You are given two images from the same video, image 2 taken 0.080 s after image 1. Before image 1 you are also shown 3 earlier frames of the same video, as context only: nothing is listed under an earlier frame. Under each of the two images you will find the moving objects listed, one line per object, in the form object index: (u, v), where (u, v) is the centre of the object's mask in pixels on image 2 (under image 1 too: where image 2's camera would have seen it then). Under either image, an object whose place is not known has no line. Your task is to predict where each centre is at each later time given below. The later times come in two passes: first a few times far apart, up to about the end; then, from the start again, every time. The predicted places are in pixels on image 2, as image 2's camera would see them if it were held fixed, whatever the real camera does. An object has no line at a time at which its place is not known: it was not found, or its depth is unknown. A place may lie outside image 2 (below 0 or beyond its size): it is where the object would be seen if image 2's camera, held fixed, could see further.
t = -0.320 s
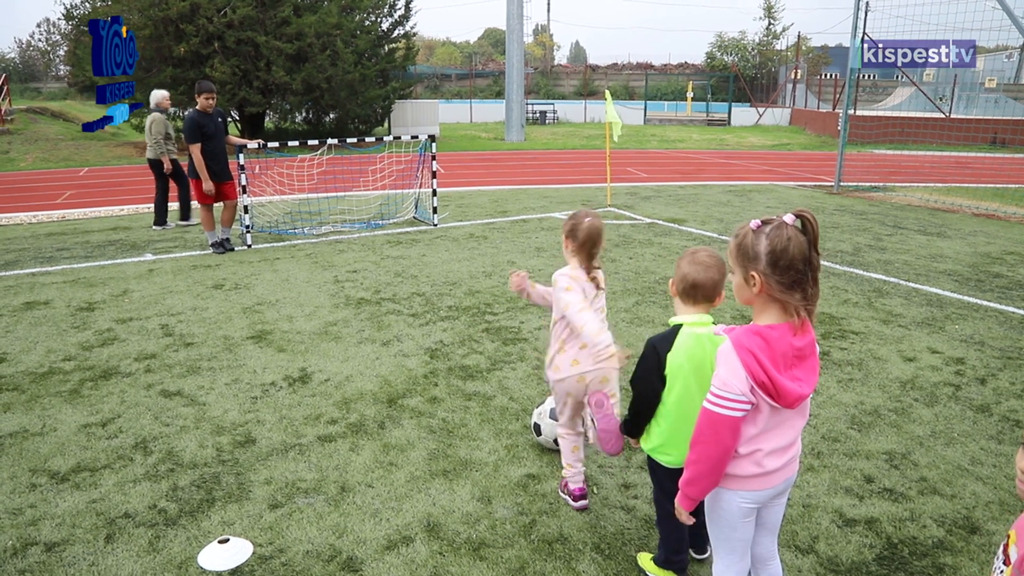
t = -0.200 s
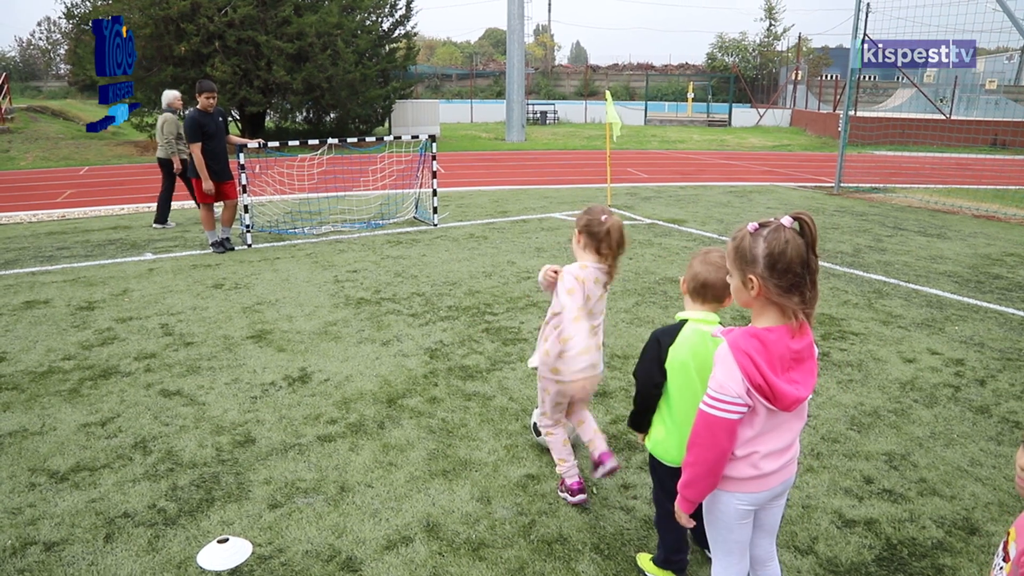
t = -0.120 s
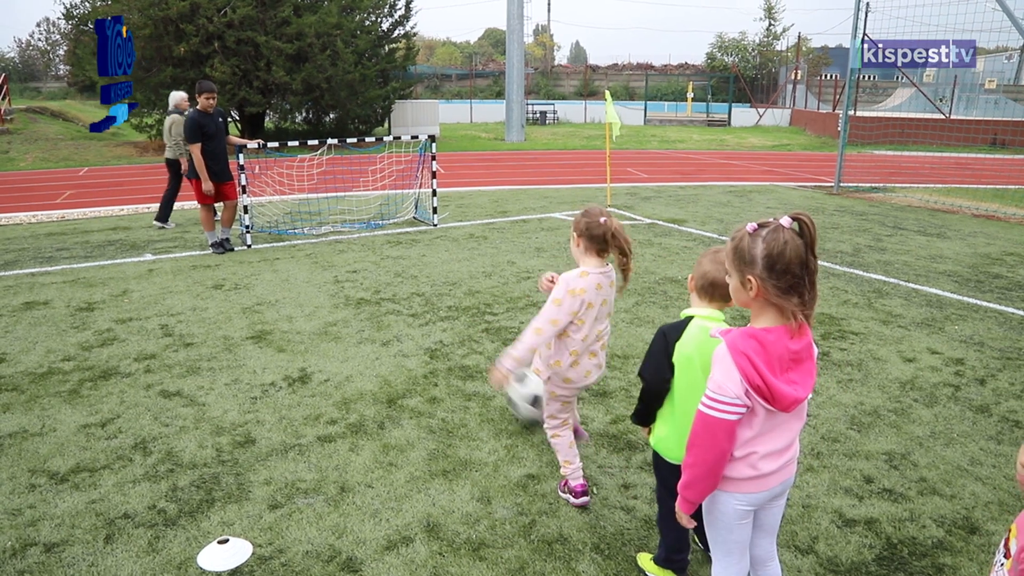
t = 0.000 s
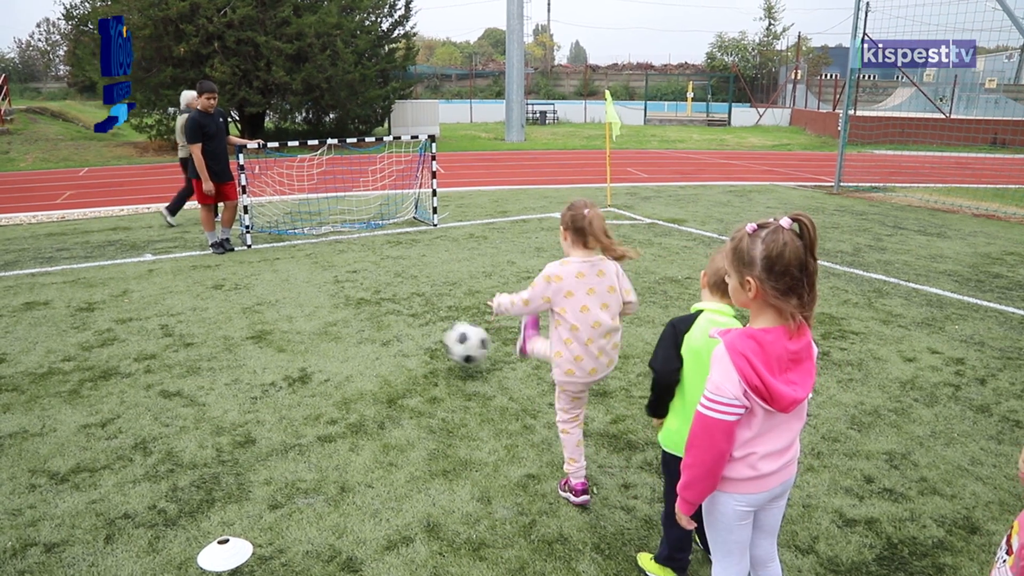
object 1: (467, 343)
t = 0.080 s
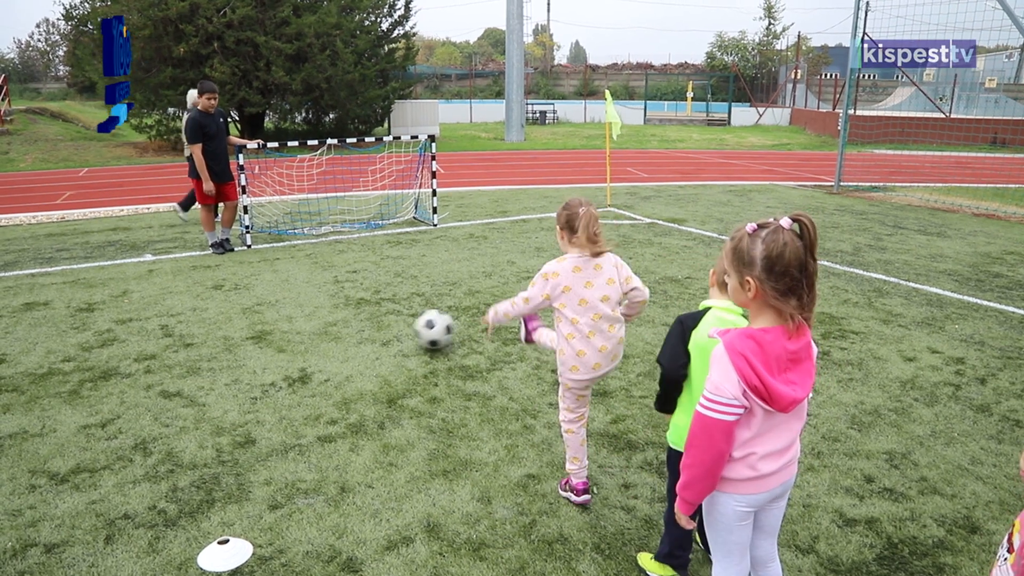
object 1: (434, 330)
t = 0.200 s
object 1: (402, 299)
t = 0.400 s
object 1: (366, 273)
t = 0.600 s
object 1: (345, 259)
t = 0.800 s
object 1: (332, 250)
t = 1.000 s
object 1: (321, 241)
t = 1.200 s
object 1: (311, 234)
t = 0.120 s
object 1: (422, 320)
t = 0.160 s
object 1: (411, 308)
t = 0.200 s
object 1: (402, 299)
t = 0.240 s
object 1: (393, 292)
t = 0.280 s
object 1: (386, 289)
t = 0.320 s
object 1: (378, 287)
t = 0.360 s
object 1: (372, 281)
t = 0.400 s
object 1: (366, 273)
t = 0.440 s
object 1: (361, 269)
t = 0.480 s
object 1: (356, 267)
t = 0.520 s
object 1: (352, 266)
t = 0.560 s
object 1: (348, 263)
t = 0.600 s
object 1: (345, 259)
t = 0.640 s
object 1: (342, 256)
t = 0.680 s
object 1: (339, 256)
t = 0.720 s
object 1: (337, 253)
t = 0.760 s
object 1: (334, 251)
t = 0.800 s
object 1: (332, 250)
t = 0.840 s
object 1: (329, 248)
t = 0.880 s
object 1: (327, 247)
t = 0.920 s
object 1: (325, 244)
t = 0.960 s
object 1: (323, 243)
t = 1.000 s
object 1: (321, 241)
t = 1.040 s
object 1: (319, 240)
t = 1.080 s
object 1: (317, 238)
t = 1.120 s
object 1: (314, 237)
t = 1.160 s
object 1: (313, 236)
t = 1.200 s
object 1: (311, 234)
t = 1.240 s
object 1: (309, 232)
